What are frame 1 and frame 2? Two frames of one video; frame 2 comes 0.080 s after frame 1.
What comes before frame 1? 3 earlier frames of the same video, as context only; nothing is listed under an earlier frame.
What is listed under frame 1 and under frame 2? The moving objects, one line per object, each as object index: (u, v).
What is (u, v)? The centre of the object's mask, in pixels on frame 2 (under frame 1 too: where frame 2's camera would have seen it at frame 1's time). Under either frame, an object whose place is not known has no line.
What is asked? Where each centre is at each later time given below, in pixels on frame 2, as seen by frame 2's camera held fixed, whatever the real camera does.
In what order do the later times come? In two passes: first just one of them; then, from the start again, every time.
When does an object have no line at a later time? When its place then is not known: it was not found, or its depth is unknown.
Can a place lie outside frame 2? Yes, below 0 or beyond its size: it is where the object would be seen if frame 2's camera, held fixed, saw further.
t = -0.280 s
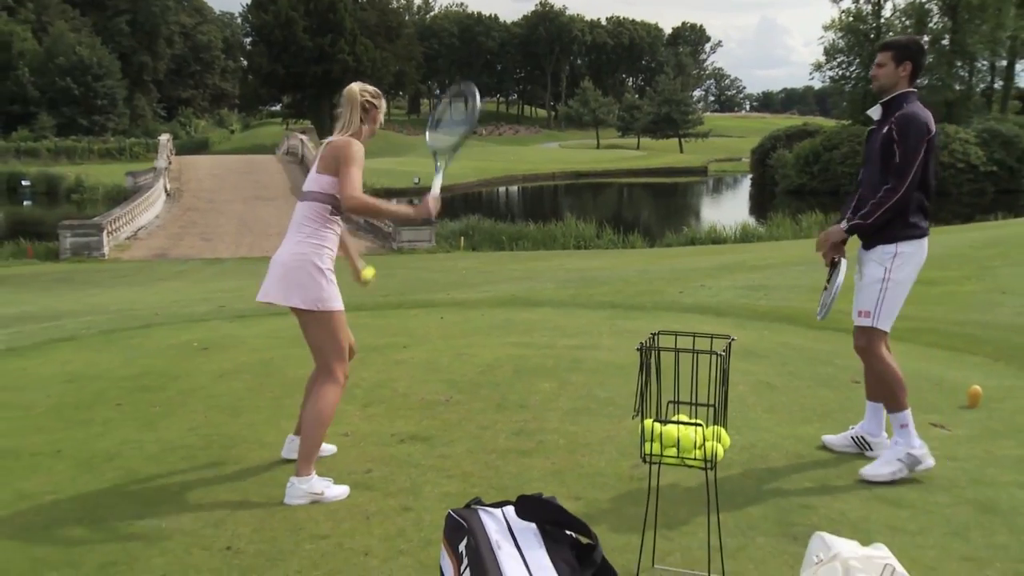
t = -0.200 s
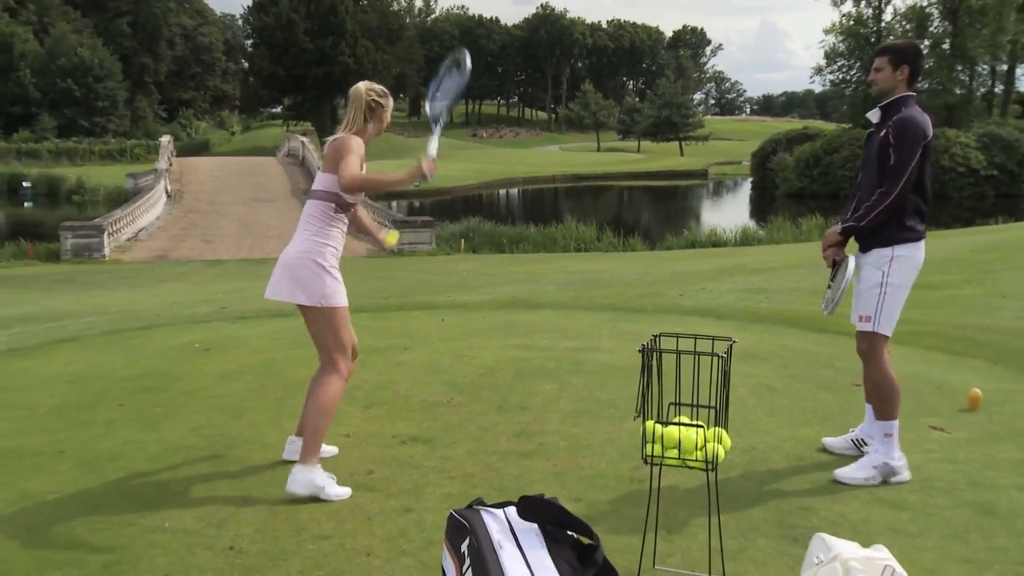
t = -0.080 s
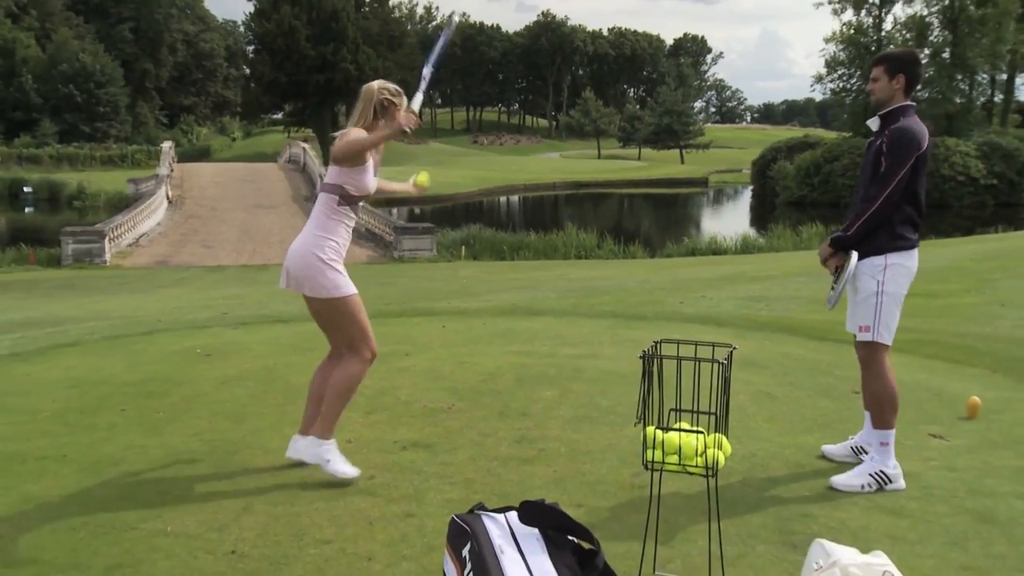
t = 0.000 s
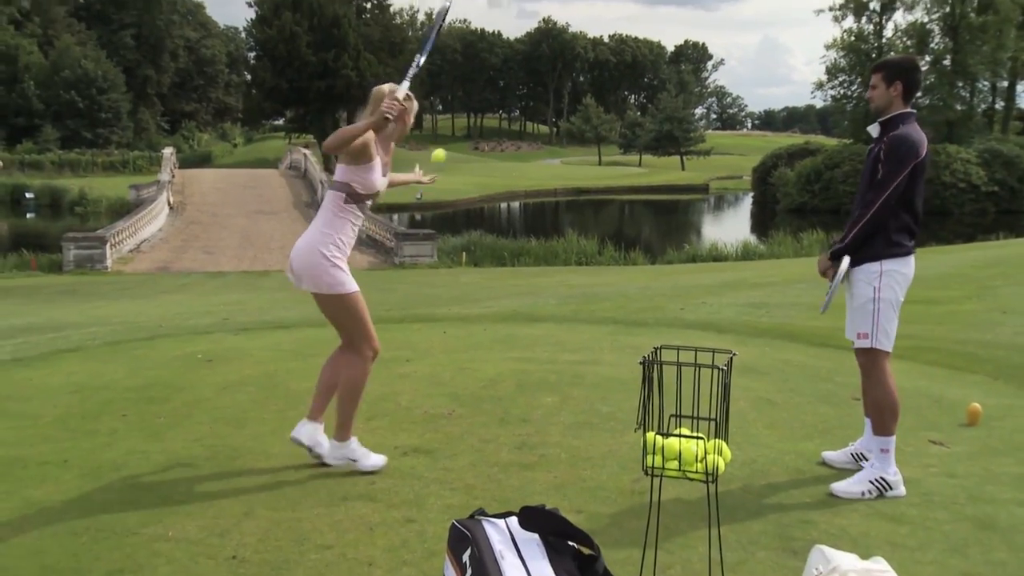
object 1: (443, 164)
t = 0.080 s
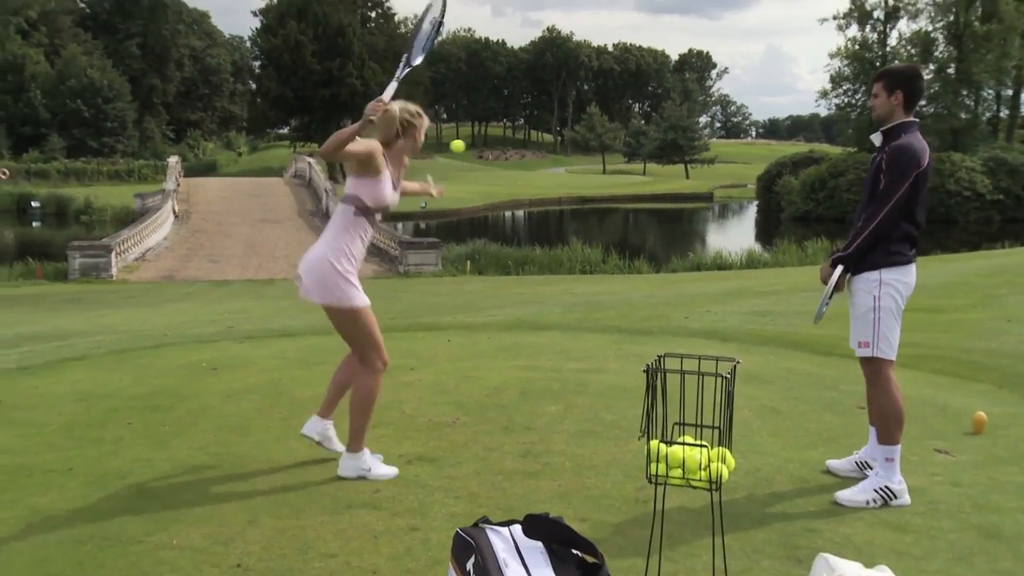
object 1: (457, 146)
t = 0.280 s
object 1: (490, 152)
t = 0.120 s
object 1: (465, 142)
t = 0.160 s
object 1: (471, 140)
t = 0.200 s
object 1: (478, 142)
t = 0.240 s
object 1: (484, 145)
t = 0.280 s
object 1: (490, 152)
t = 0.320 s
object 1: (496, 162)
